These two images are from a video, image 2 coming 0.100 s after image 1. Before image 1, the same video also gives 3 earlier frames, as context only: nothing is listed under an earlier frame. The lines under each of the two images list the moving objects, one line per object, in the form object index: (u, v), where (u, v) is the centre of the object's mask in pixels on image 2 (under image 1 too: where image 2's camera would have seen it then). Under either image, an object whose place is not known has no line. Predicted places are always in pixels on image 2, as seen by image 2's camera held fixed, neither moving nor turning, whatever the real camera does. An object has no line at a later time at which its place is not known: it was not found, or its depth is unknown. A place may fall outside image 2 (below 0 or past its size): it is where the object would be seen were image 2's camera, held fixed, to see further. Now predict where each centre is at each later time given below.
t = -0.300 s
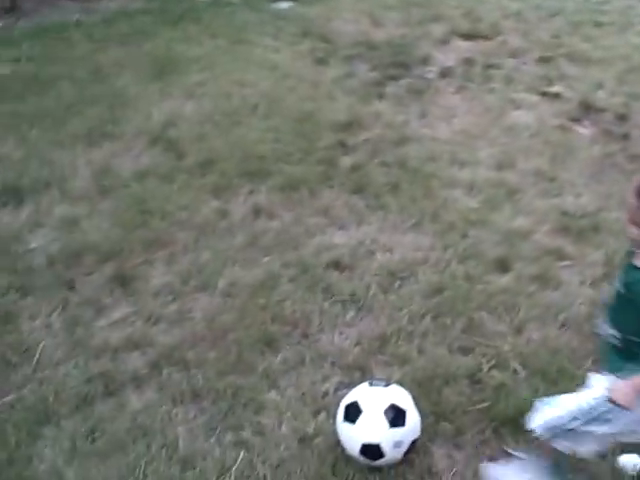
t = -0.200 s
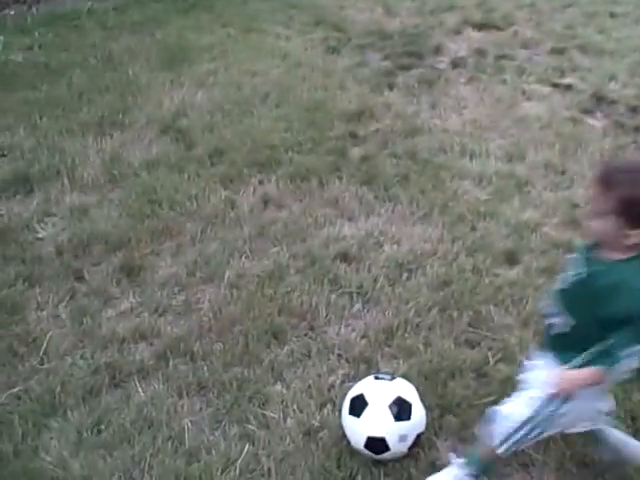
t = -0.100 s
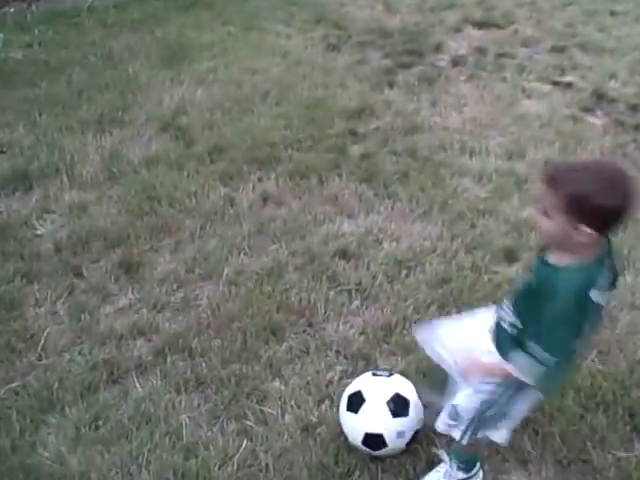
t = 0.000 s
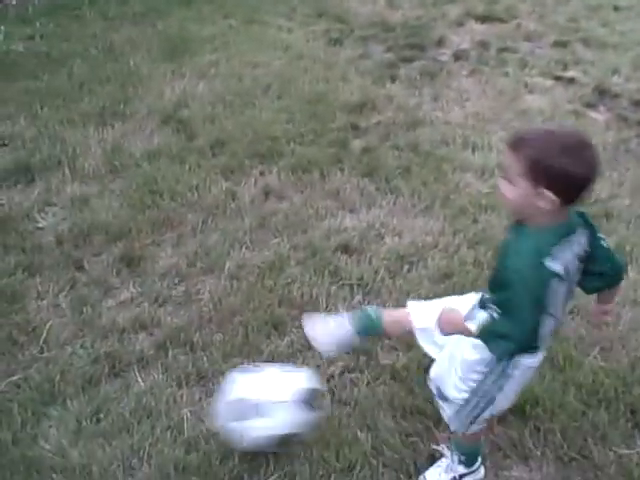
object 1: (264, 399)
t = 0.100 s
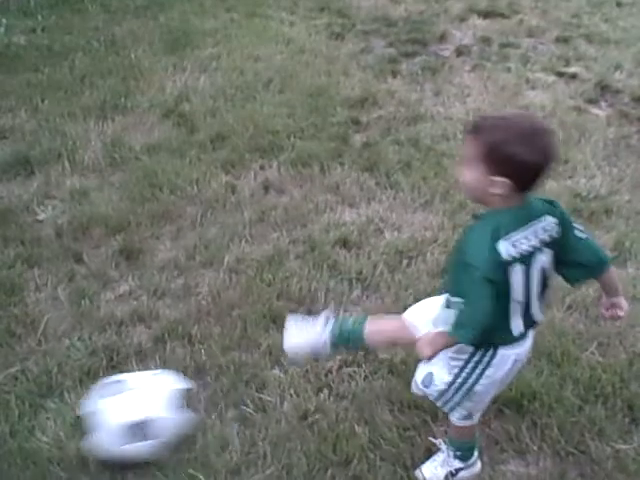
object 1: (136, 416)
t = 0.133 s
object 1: (98, 423)
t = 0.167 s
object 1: (66, 428)
